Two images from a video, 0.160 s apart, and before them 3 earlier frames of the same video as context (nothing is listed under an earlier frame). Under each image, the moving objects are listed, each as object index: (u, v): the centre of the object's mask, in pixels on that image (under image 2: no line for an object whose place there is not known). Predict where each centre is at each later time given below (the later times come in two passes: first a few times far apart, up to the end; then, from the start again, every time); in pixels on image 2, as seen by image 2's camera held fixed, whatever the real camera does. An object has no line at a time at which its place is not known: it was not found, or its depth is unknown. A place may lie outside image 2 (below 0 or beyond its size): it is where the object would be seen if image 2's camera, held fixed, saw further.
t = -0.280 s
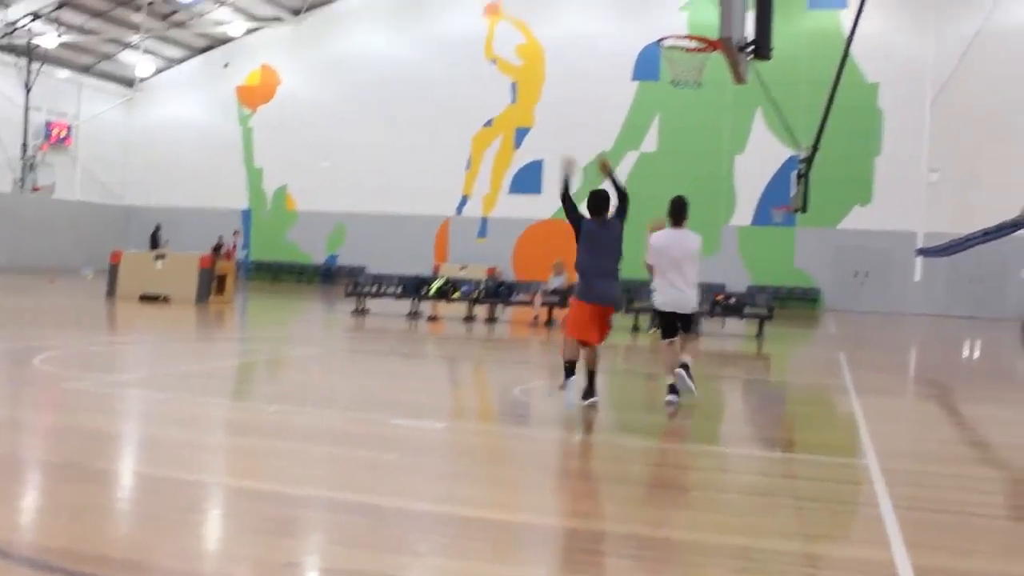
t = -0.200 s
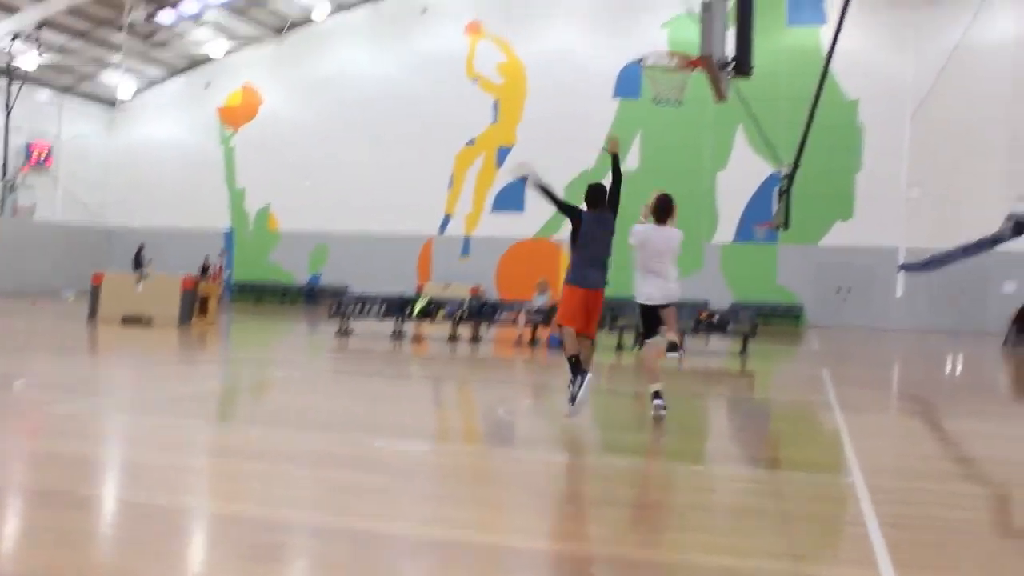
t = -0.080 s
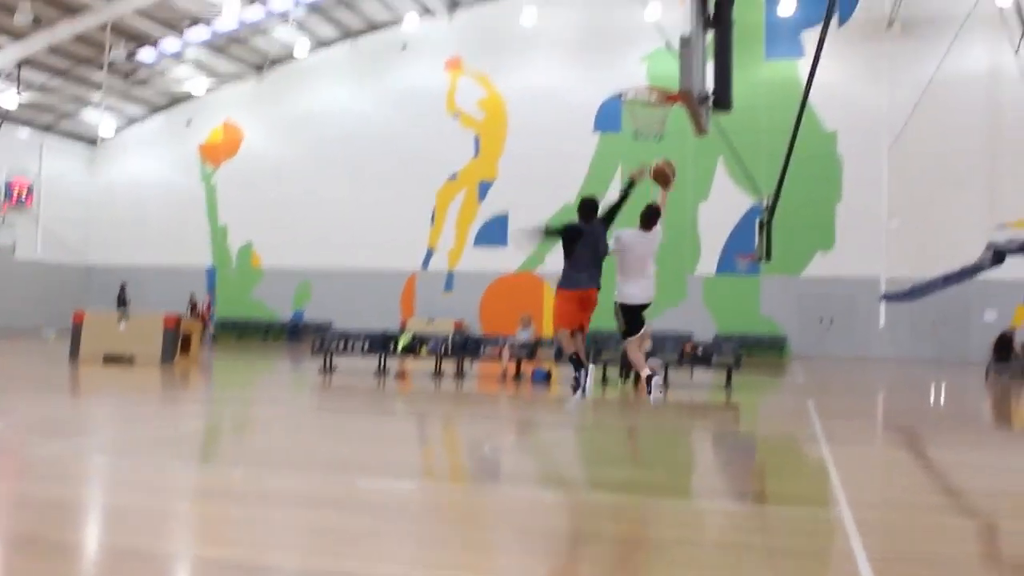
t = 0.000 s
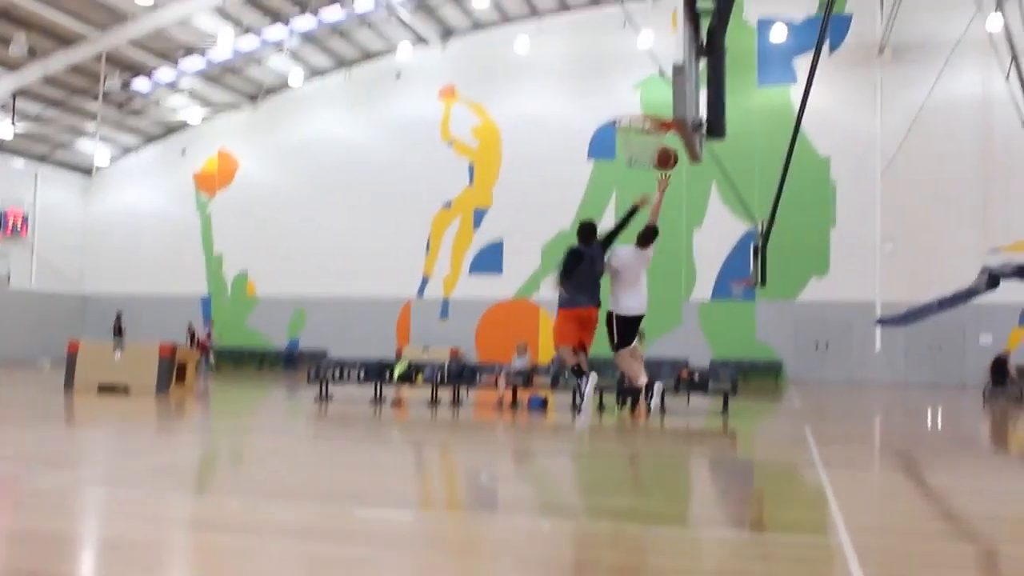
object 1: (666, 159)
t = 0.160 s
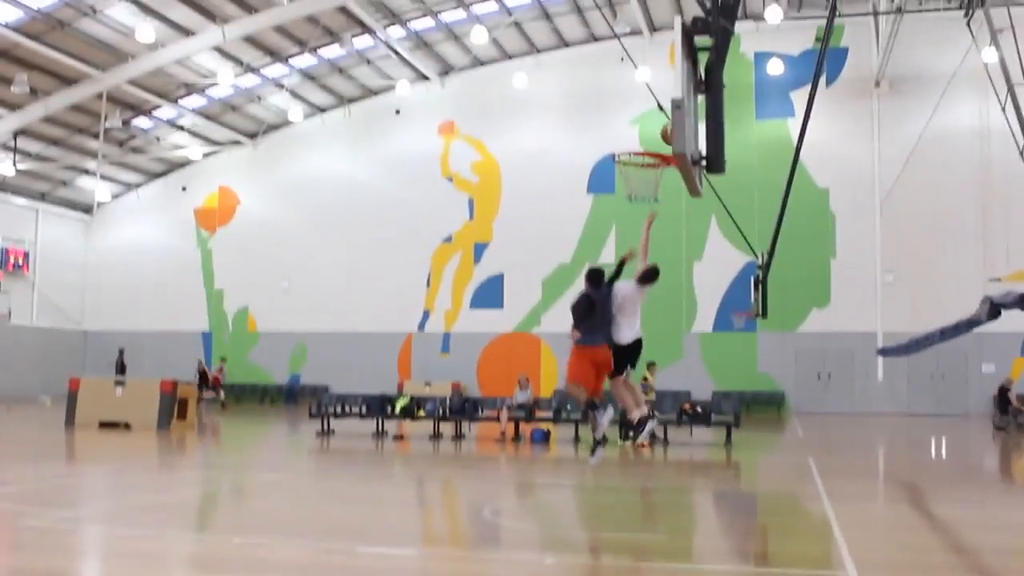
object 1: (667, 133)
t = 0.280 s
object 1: (663, 117)
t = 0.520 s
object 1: (645, 129)
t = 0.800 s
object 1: (648, 141)
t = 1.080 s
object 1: (660, 146)
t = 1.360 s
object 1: (651, 159)
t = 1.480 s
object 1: (644, 174)
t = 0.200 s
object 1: (665, 126)
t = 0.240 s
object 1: (664, 121)
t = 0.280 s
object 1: (663, 117)
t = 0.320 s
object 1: (660, 115)
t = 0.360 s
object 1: (658, 115)
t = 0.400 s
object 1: (655, 116)
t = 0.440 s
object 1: (652, 119)
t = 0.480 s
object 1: (649, 123)
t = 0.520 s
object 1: (645, 129)
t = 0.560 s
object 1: (643, 137)
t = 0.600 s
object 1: (640, 144)
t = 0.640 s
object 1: (639, 146)
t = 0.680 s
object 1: (641, 143)
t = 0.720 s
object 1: (644, 142)
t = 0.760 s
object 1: (646, 141)
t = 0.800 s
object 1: (648, 141)
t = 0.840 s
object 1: (651, 142)
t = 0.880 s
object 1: (653, 144)
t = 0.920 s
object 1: (655, 146)
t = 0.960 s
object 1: (656, 145)
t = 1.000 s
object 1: (657, 145)
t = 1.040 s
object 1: (659, 145)
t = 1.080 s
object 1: (660, 146)
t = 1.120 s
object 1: (661, 146)
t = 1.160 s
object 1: (660, 145)
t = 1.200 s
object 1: (660, 146)
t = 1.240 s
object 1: (660, 147)
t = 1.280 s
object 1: (658, 147)
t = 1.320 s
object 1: (655, 148)
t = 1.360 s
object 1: (651, 159)
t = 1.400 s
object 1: (649, 164)
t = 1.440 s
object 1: (647, 170)
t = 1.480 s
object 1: (644, 174)
